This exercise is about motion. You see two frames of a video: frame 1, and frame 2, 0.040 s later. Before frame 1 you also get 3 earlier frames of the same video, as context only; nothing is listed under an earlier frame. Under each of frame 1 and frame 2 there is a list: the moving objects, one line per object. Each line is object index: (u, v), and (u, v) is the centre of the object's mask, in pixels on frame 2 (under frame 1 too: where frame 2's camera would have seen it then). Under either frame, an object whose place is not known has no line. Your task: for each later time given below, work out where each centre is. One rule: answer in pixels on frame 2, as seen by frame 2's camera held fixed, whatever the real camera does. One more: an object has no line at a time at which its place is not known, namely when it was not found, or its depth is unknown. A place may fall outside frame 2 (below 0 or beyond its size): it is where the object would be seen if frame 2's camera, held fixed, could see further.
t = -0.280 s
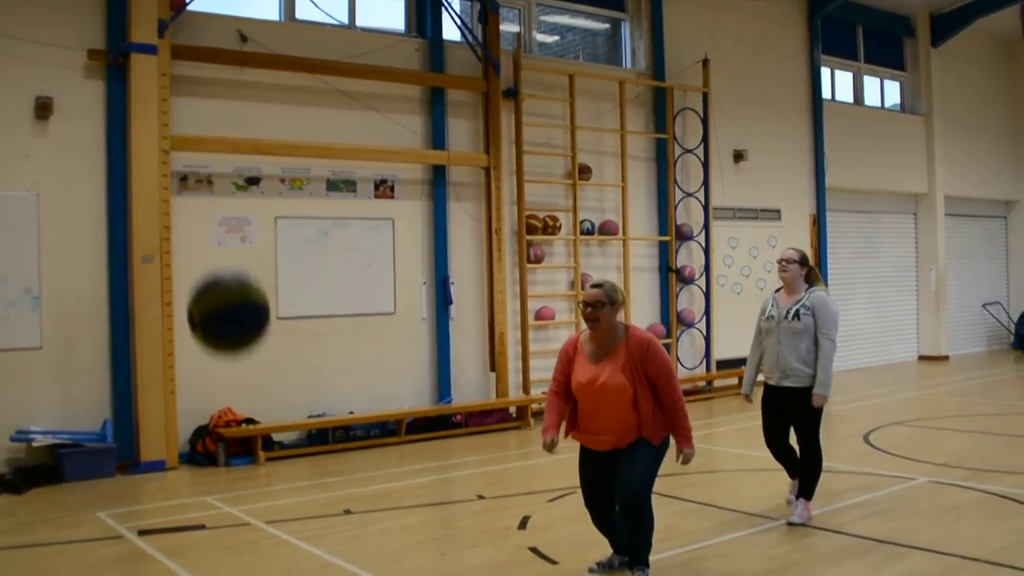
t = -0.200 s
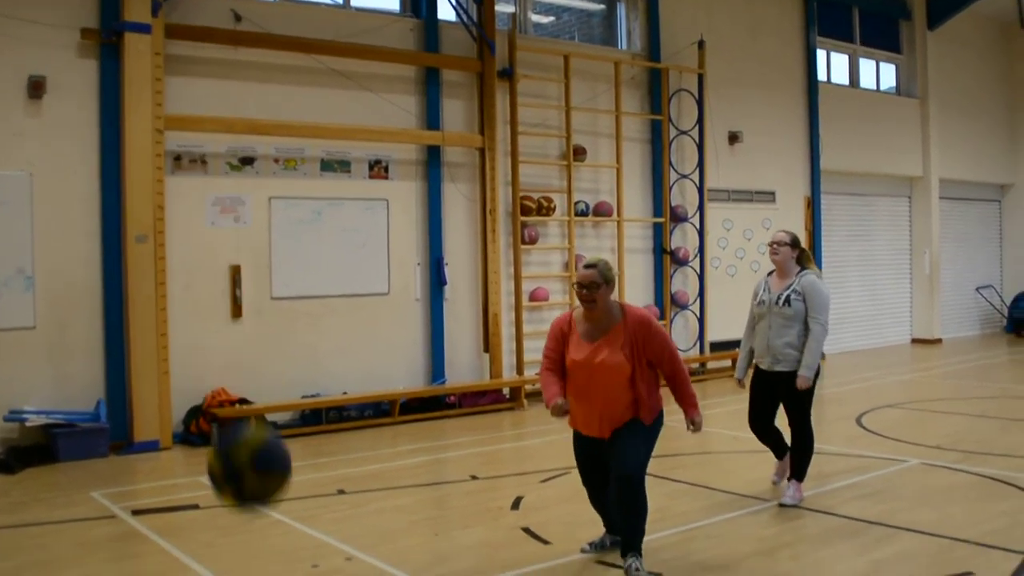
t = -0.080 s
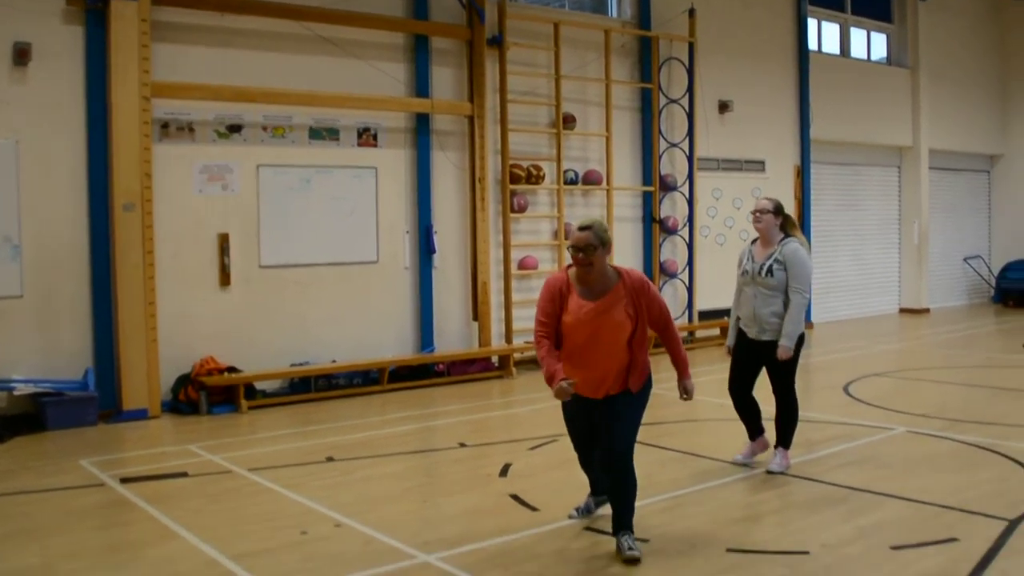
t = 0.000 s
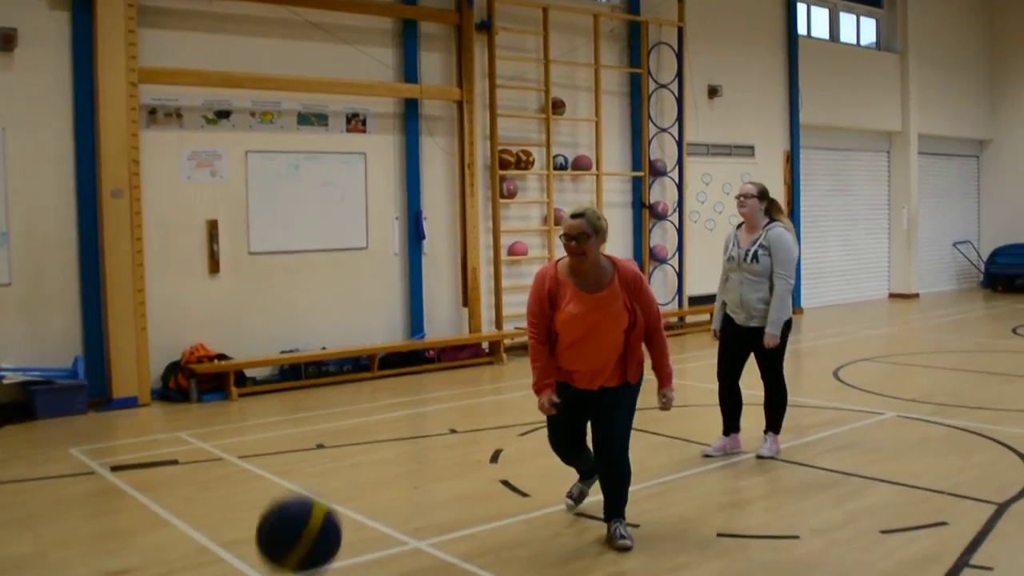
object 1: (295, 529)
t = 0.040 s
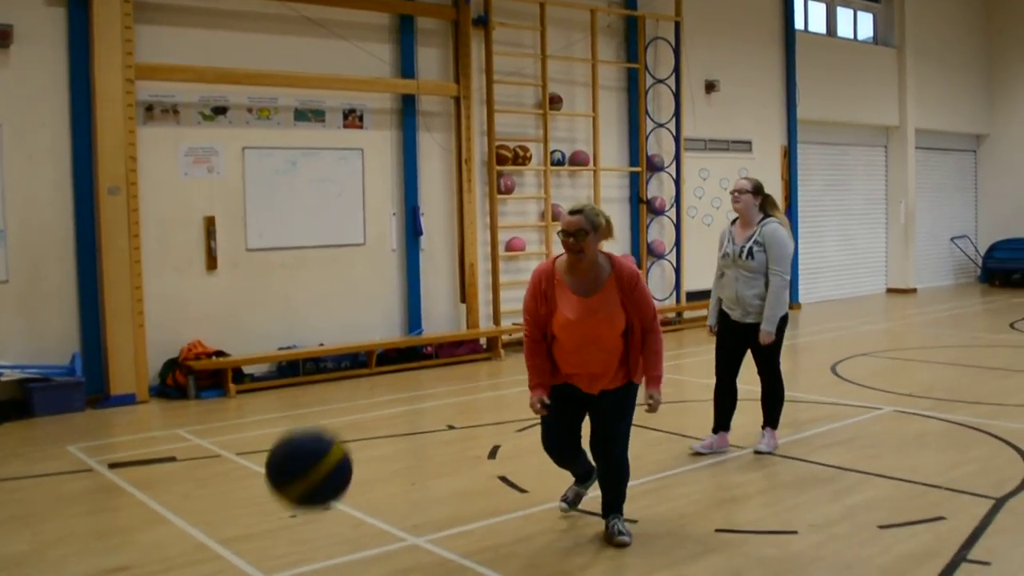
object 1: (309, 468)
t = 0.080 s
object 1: (323, 411)
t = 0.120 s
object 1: (336, 351)
